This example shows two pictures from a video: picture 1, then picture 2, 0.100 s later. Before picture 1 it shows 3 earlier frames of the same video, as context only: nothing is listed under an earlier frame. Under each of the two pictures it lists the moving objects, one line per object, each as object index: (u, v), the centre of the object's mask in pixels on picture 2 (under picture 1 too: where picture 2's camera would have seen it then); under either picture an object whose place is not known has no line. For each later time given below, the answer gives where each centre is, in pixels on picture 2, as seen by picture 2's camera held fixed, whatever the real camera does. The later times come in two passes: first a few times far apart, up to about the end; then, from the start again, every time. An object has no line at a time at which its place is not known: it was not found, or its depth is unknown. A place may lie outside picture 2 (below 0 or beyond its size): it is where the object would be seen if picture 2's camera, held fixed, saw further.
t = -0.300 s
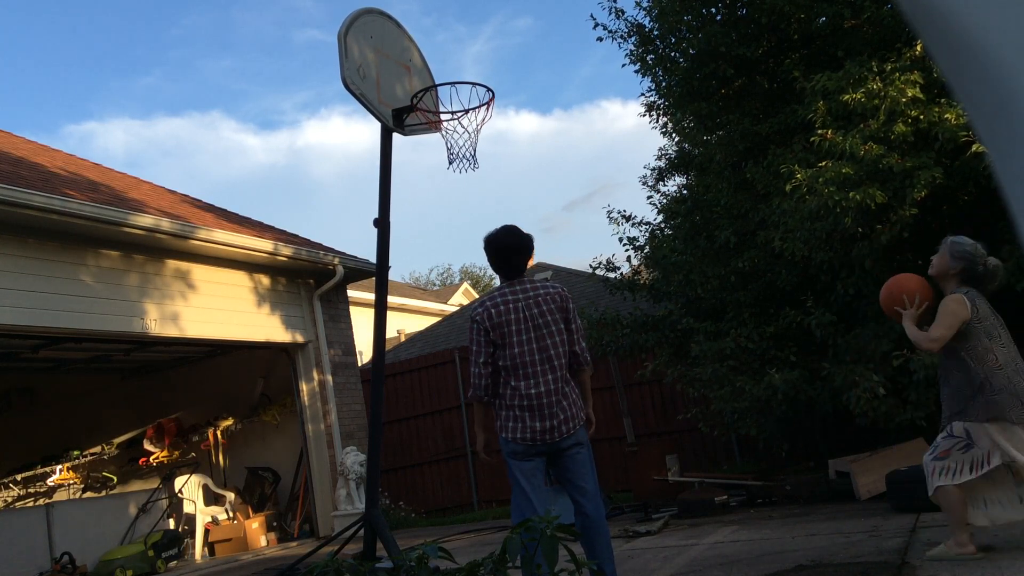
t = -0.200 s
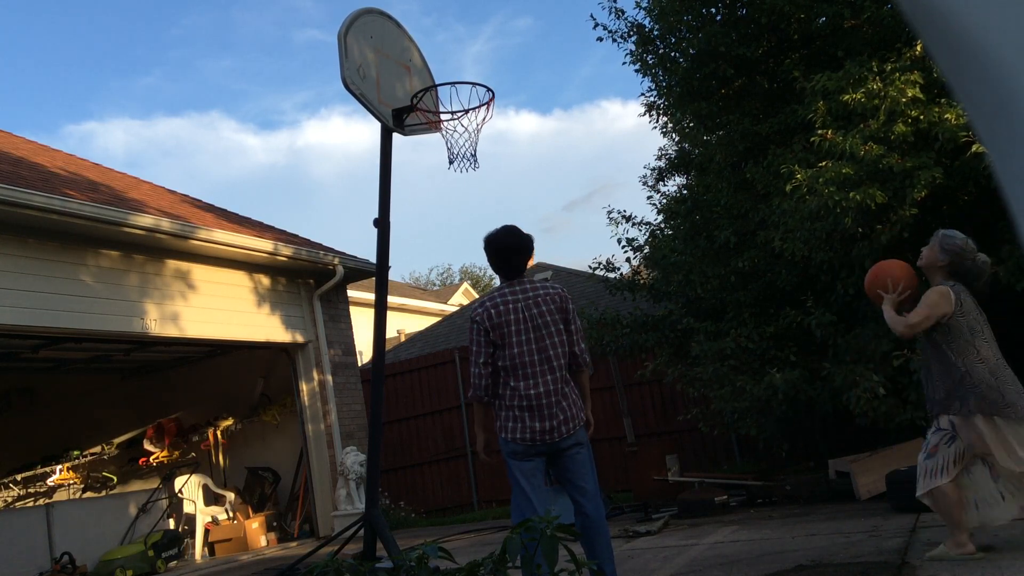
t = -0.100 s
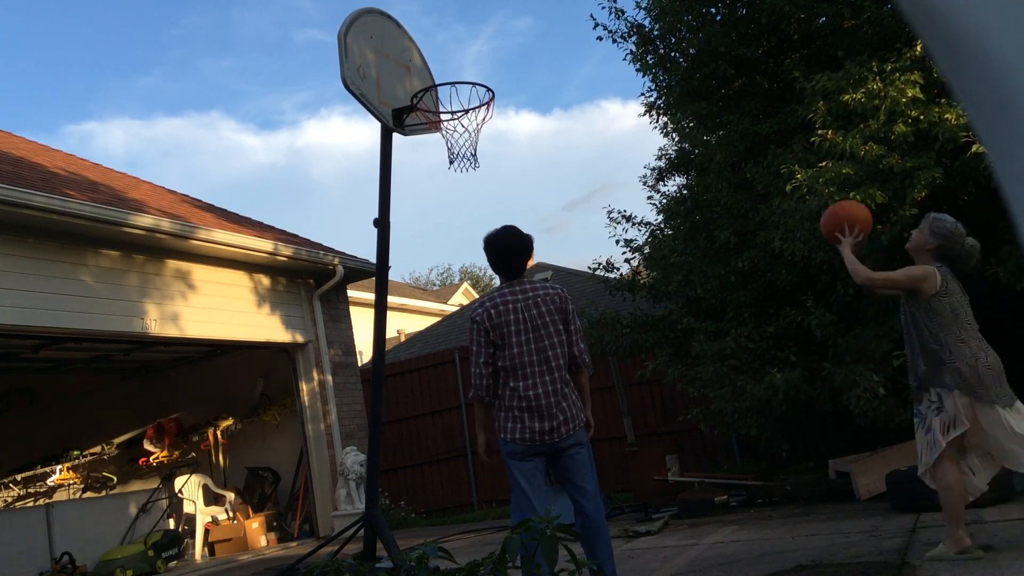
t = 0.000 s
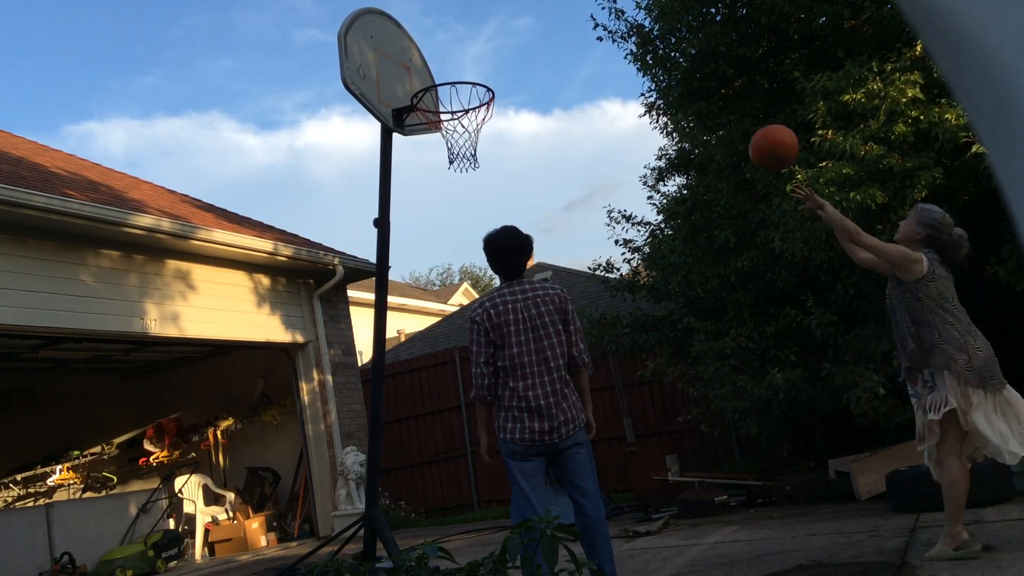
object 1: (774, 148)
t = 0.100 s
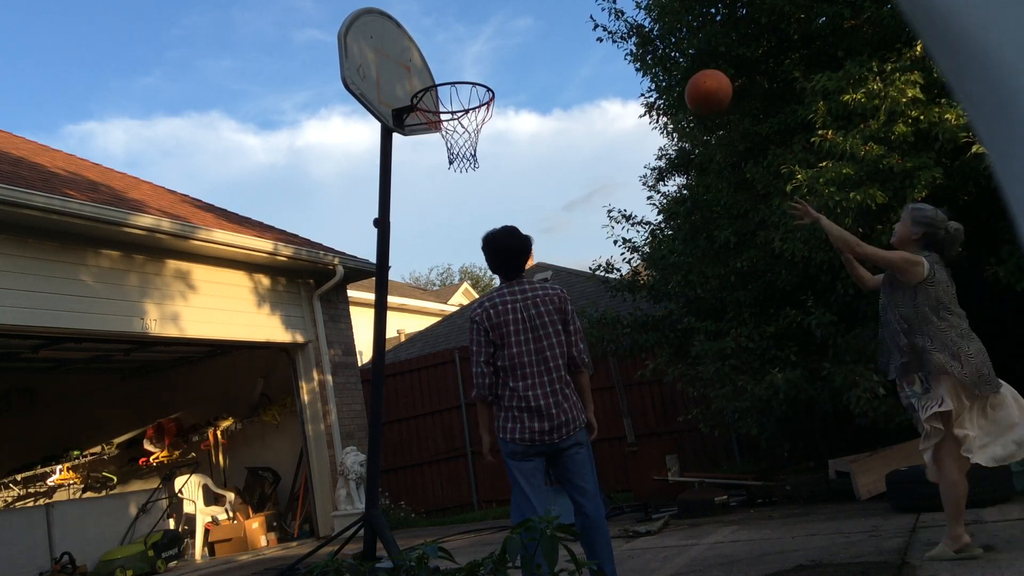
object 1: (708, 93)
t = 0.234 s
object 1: (634, 50)
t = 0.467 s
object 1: (529, 49)
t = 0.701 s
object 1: (495, 57)
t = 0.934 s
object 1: (503, 69)
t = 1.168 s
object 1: (534, 116)
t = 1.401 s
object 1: (587, 251)
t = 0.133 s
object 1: (689, 79)
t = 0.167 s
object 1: (670, 67)
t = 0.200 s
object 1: (651, 57)
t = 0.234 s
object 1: (634, 50)
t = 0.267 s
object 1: (617, 44)
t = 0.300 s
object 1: (601, 40)
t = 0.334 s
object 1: (586, 38)
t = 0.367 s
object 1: (571, 38)
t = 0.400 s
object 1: (557, 40)
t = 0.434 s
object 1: (543, 44)
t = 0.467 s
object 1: (529, 49)
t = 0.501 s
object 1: (517, 56)
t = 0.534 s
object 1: (505, 65)
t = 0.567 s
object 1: (498, 69)
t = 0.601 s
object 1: (497, 63)
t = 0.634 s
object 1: (496, 59)
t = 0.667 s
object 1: (495, 57)
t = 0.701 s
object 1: (495, 57)
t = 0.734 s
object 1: (495, 58)
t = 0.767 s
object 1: (496, 62)
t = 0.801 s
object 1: (497, 67)
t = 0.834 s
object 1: (498, 70)
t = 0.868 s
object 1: (499, 68)
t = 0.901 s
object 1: (501, 68)
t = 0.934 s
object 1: (503, 69)
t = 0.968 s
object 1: (505, 73)
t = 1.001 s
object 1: (509, 76)
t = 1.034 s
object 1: (513, 81)
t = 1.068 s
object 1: (518, 87)
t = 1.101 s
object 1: (523, 95)
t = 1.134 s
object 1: (528, 104)
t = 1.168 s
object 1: (534, 116)
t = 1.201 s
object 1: (540, 129)
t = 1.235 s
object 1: (547, 145)
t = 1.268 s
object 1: (554, 162)
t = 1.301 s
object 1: (561, 181)
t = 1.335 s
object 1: (569, 203)
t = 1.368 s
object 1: (577, 226)
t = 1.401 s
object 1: (587, 251)
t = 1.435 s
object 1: (596, 279)
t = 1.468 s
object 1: (610, 299)
